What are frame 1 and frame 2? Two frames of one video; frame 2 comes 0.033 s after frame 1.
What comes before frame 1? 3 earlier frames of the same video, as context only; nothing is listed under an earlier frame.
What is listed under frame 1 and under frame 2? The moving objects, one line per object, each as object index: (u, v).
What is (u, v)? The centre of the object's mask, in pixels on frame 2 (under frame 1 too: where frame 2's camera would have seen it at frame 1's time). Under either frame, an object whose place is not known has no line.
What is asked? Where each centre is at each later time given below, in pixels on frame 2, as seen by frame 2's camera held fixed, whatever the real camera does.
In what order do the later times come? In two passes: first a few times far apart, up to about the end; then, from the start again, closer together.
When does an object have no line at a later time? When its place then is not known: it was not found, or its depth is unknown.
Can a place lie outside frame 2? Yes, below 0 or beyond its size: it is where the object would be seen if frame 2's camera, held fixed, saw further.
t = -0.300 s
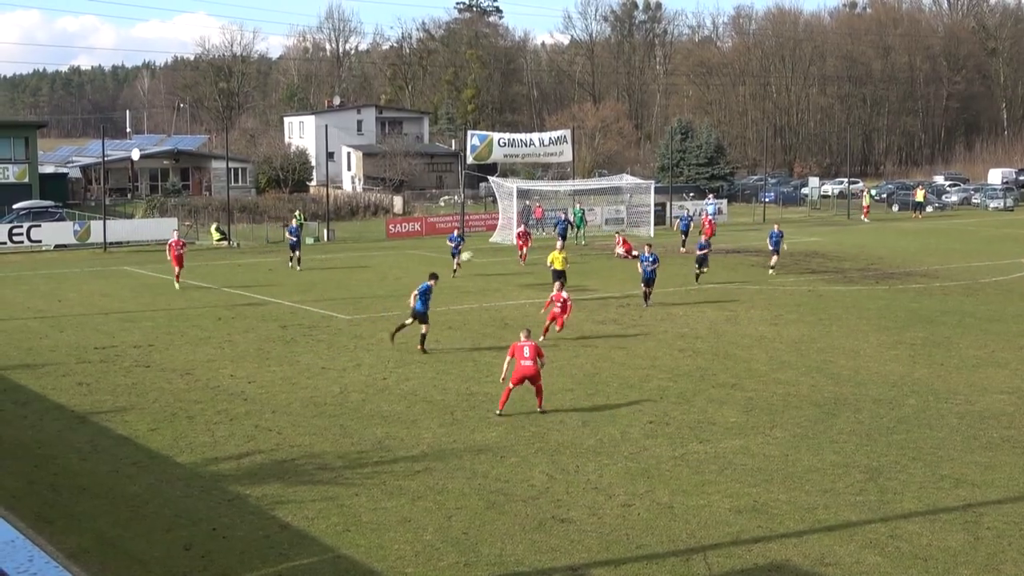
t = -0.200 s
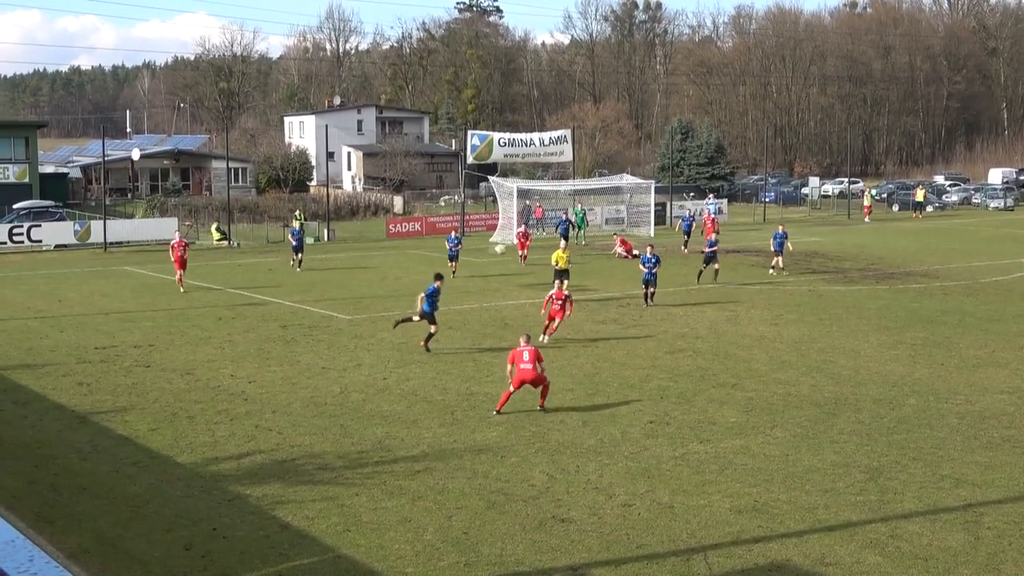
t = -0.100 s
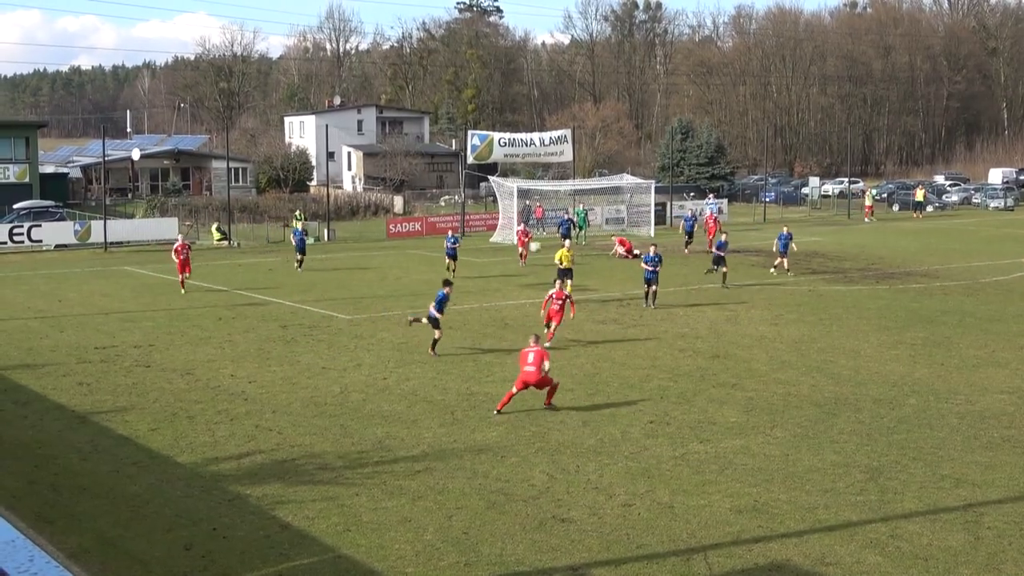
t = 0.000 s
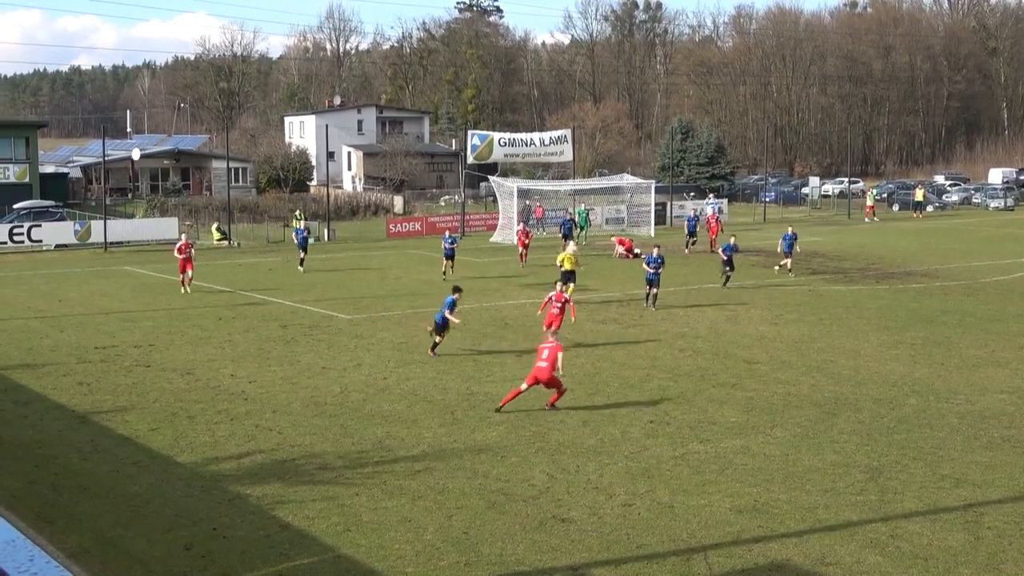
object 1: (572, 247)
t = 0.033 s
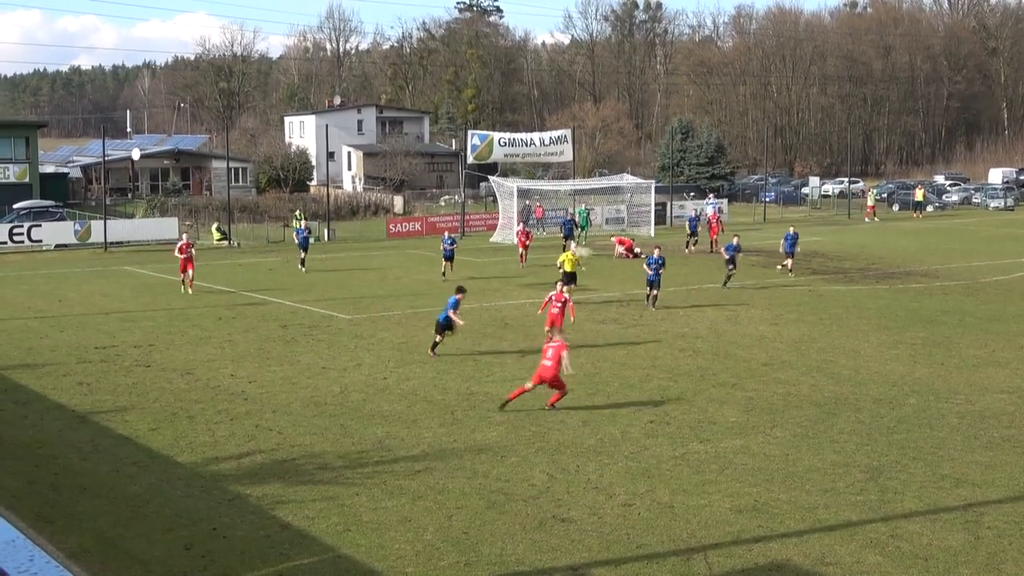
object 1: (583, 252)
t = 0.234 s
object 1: (666, 283)
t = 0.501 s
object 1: (781, 364)
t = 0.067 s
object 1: (594, 255)
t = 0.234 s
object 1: (666, 283)
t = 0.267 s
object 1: (674, 288)
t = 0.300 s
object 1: (691, 298)
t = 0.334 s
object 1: (704, 305)
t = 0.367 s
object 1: (717, 314)
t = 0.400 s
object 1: (735, 327)
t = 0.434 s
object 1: (748, 337)
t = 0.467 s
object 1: (762, 348)
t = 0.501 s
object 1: (781, 364)
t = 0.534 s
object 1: (794, 376)
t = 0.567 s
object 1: (809, 390)
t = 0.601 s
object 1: (827, 407)
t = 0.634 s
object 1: (841, 419)
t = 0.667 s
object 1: (849, 415)
